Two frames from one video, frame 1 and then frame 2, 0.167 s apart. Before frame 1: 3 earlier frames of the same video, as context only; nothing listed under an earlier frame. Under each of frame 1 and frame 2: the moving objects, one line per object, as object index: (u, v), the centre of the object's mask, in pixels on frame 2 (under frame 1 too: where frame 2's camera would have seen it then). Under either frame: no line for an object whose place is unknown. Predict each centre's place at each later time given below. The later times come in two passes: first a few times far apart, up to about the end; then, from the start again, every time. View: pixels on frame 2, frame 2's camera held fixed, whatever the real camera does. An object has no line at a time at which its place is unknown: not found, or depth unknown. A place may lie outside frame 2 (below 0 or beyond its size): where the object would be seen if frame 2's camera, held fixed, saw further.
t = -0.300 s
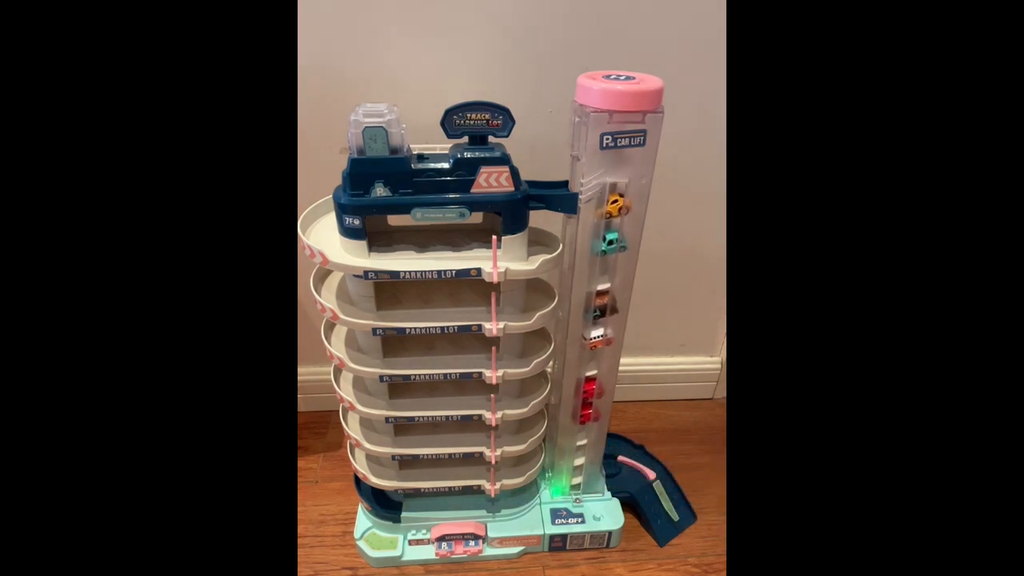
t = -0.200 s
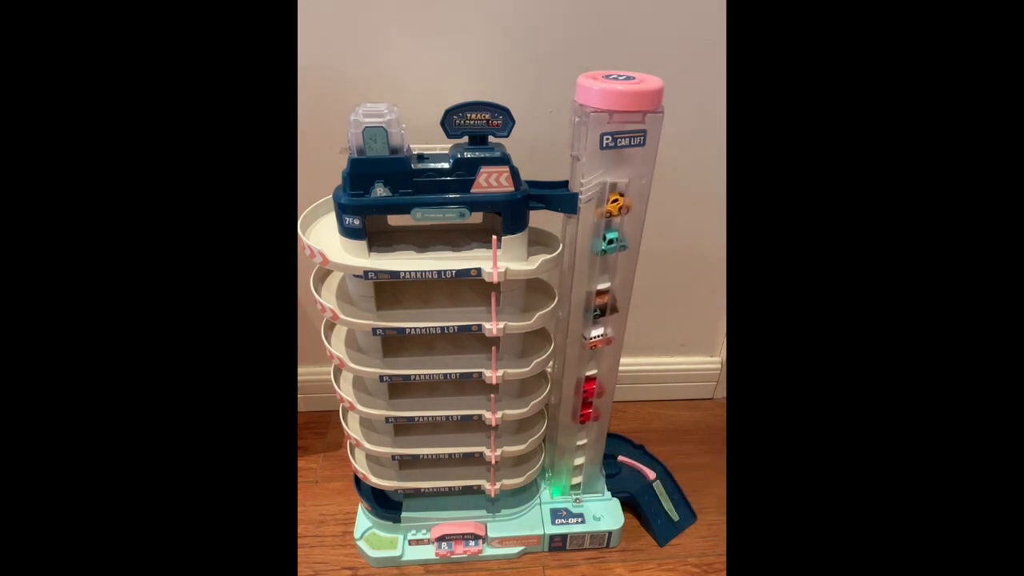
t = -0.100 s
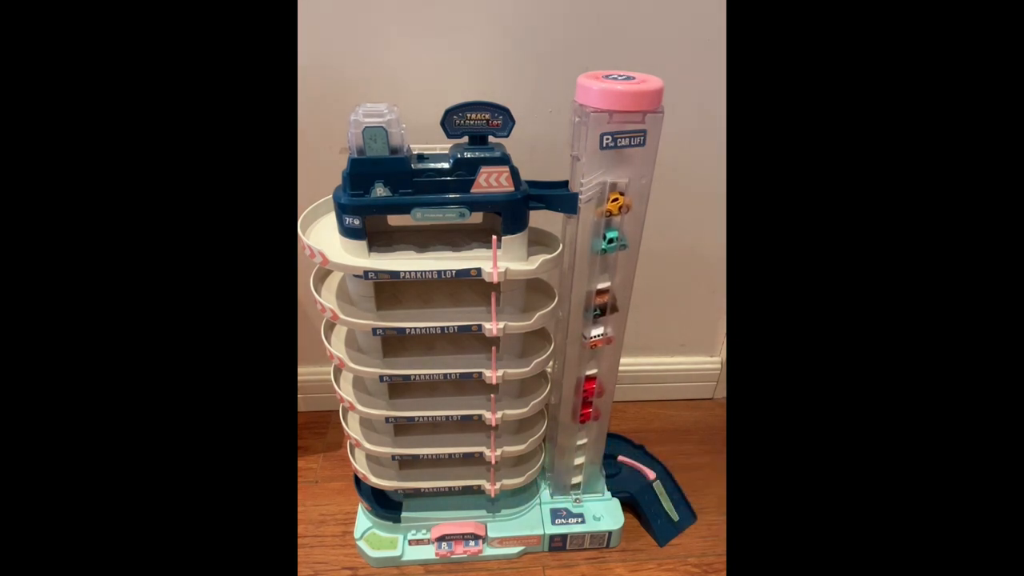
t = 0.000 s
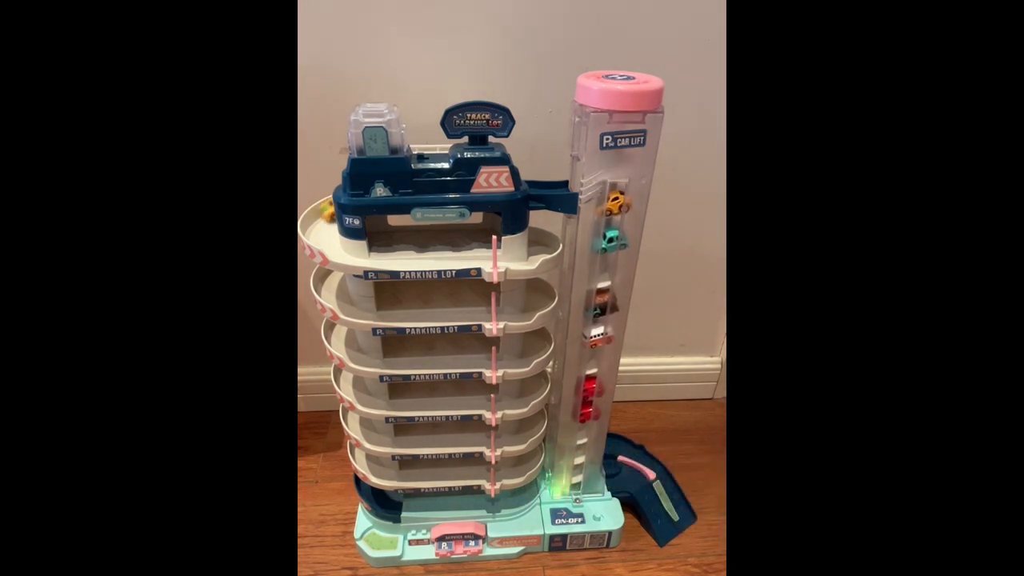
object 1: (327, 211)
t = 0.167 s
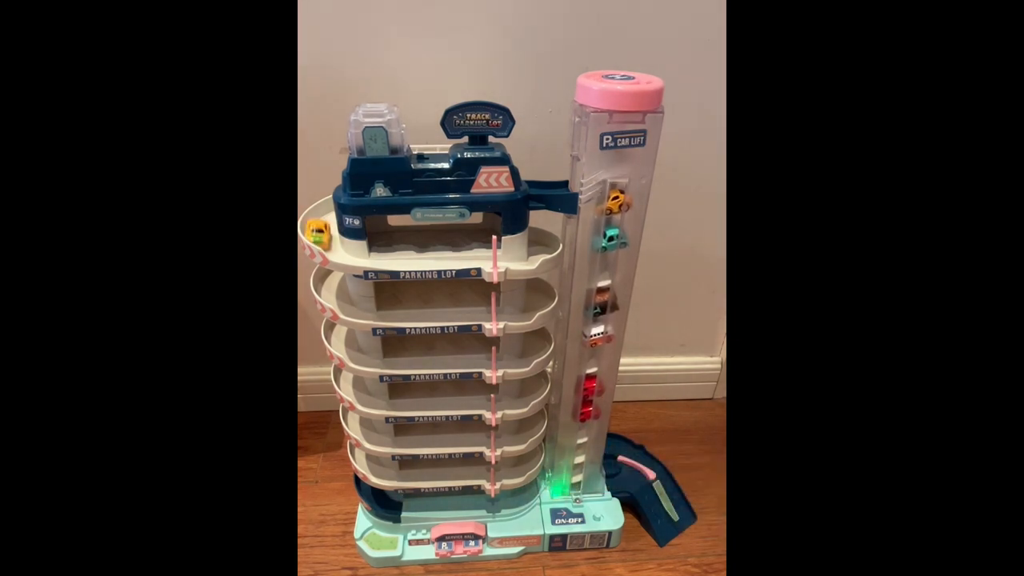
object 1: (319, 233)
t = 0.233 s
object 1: (327, 244)
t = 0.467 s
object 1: (403, 258)
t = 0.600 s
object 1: (453, 258)
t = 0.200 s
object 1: (321, 238)
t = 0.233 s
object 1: (327, 244)
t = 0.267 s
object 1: (335, 248)
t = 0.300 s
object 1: (343, 252)
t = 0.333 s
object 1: (353, 254)
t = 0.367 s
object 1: (365, 255)
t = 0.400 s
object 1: (378, 257)
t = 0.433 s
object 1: (390, 258)
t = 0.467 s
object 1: (403, 258)
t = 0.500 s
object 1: (416, 258)
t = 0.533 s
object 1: (428, 258)
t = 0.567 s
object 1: (441, 258)
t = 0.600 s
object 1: (453, 258)
